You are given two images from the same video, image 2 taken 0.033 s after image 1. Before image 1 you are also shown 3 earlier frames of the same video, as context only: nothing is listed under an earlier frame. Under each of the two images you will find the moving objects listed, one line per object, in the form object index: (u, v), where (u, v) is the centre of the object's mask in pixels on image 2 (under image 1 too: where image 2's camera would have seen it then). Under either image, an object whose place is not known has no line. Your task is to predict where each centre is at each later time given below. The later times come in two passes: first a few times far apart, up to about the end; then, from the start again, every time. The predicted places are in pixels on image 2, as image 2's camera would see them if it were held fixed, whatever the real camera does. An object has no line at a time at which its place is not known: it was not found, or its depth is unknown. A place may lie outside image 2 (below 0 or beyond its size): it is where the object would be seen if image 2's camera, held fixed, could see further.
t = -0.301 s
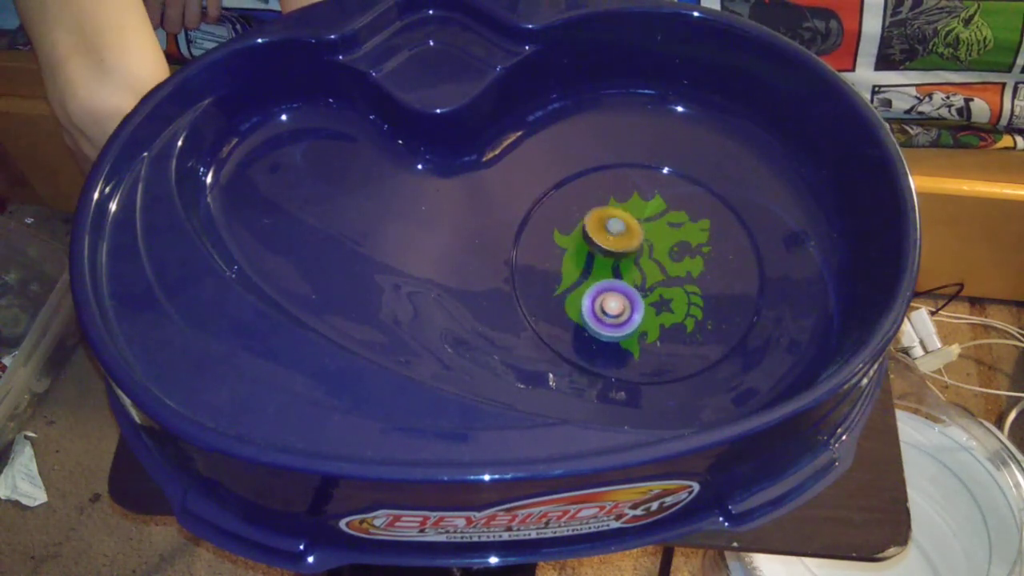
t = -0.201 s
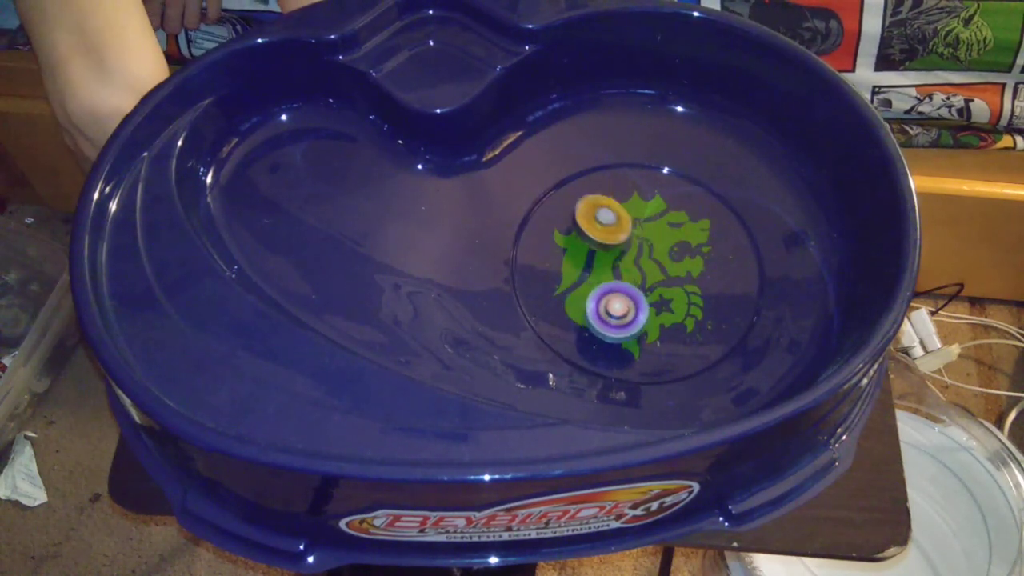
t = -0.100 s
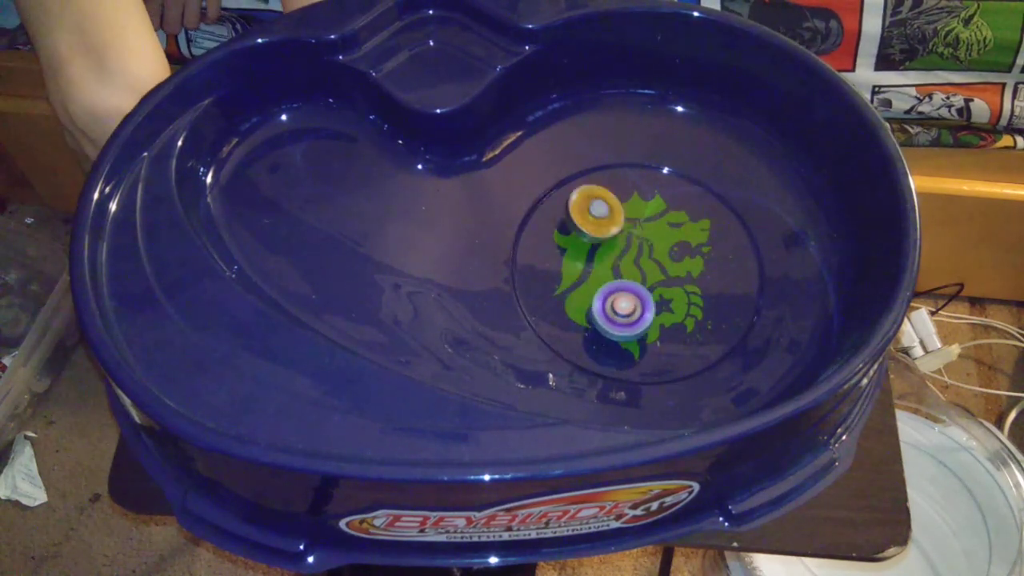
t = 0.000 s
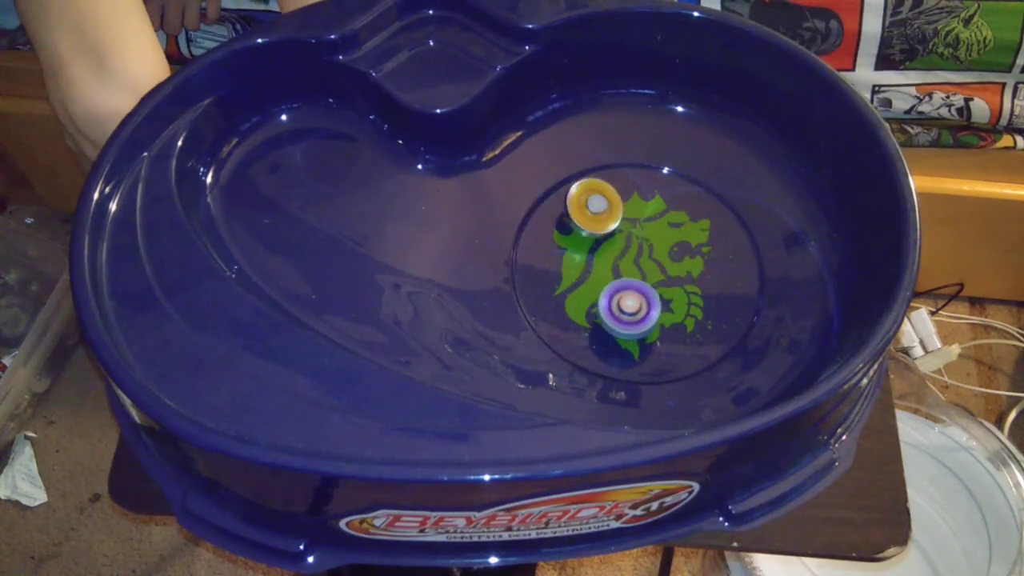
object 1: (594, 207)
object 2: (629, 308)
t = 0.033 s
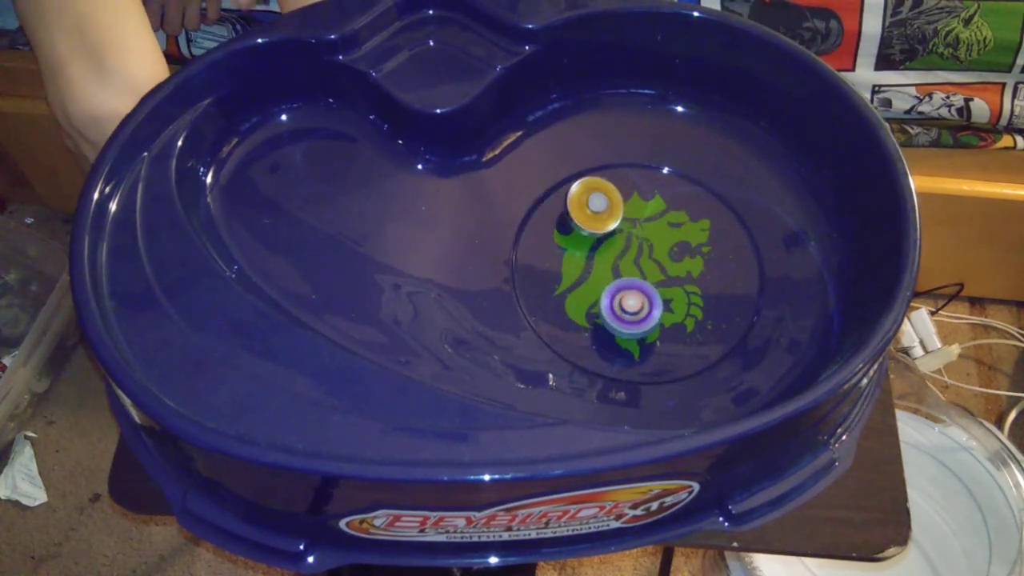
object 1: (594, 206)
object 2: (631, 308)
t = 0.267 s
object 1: (608, 208)
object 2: (640, 302)
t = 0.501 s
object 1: (630, 235)
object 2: (645, 292)
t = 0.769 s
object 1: (627, 239)
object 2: (651, 302)
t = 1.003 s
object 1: (594, 211)
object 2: (666, 326)
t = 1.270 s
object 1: (578, 195)
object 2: (670, 324)
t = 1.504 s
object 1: (594, 202)
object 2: (661, 311)
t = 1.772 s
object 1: (615, 238)
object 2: (652, 289)
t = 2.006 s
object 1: (593, 236)
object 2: (665, 295)
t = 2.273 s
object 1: (579, 232)
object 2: (673, 286)
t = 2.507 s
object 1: (588, 234)
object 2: (673, 280)
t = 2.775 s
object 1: (594, 242)
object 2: (685, 283)
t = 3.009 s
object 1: (577, 246)
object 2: (692, 285)
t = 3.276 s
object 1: (578, 249)
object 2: (679, 278)
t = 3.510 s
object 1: (588, 254)
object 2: (661, 267)
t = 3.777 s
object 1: (586, 264)
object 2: (657, 253)
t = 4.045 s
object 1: (580, 268)
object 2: (658, 242)
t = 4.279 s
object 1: (588, 265)
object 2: (658, 240)
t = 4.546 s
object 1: (603, 274)
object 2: (659, 245)
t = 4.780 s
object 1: (605, 283)
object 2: (654, 250)
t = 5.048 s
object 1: (567, 286)
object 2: (667, 246)
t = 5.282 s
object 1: (575, 265)
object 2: (659, 248)
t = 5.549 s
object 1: (587, 265)
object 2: (662, 251)
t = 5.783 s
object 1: (594, 283)
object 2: (653, 251)
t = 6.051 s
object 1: (582, 290)
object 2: (648, 246)
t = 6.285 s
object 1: (582, 284)
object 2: (646, 240)
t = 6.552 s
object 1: (609, 285)
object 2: (642, 238)
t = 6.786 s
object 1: (595, 319)
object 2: (654, 227)
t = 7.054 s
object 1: (589, 303)
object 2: (653, 232)
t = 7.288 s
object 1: (614, 289)
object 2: (645, 240)
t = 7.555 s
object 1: (616, 309)
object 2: (642, 234)
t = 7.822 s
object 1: (612, 301)
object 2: (634, 233)
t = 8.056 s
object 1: (627, 295)
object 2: (628, 236)
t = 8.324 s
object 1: (636, 293)
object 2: (622, 240)
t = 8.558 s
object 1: (639, 314)
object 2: (617, 221)
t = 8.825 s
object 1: (640, 342)
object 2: (619, 197)
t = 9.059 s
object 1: (632, 311)
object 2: (624, 205)
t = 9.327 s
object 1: (579, 262)
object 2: (624, 225)
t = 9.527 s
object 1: (545, 271)
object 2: (636, 230)
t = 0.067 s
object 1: (595, 205)
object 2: (632, 307)
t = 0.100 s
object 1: (596, 205)
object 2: (634, 306)
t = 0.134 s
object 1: (598, 204)
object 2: (635, 305)
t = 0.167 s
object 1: (600, 204)
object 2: (637, 304)
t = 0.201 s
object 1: (602, 206)
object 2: (638, 303)
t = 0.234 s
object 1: (605, 206)
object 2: (639, 303)
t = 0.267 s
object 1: (608, 208)
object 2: (640, 302)
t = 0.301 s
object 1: (611, 210)
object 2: (641, 300)
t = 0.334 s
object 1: (615, 213)
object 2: (642, 299)
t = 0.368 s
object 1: (618, 217)
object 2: (643, 298)
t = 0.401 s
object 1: (621, 220)
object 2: (644, 297)
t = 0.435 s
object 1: (624, 225)
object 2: (644, 295)
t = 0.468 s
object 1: (627, 230)
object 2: (645, 294)
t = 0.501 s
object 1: (630, 235)
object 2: (645, 292)
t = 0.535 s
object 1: (630, 234)
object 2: (647, 297)
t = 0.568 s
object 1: (631, 230)
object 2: (648, 301)
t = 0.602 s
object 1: (632, 228)
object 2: (648, 304)
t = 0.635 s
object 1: (632, 229)
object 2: (649, 304)
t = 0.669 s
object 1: (632, 231)
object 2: (649, 303)
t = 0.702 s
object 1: (631, 232)
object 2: (650, 303)
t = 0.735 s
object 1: (630, 235)
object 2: (650, 302)
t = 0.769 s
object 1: (627, 239)
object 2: (651, 302)
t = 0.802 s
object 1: (625, 241)
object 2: (651, 301)
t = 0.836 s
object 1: (622, 244)
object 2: (651, 299)
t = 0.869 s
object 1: (620, 248)
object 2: (651, 298)
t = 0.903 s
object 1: (613, 240)
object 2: (655, 304)
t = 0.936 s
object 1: (605, 229)
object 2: (660, 315)
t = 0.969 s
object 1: (599, 218)
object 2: (664, 323)
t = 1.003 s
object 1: (594, 211)
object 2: (666, 326)
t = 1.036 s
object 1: (589, 210)
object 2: (666, 327)
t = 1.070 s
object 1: (585, 206)
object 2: (667, 327)
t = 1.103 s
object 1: (582, 204)
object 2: (668, 327)
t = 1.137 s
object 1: (580, 201)
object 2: (668, 326)
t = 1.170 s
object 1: (579, 199)
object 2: (669, 326)
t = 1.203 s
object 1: (578, 197)
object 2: (670, 325)
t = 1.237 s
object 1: (579, 195)
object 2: (670, 324)
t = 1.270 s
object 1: (578, 195)
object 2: (670, 324)
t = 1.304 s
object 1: (580, 194)
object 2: (669, 323)
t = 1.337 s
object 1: (580, 195)
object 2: (668, 322)
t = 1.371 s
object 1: (584, 195)
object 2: (667, 320)
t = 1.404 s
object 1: (586, 196)
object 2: (666, 319)
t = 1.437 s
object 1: (588, 198)
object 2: (664, 317)
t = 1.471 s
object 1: (592, 199)
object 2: (663, 314)
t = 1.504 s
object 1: (594, 202)
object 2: (661, 311)
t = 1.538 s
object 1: (598, 206)
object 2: (660, 308)
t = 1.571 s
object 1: (601, 209)
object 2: (658, 305)
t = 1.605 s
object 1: (605, 214)
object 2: (657, 302)
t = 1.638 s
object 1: (608, 219)
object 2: (655, 299)
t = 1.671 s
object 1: (611, 225)
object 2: (654, 296)
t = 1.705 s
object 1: (614, 230)
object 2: (652, 292)
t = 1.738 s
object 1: (615, 236)
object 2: (651, 289)
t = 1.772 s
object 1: (615, 238)
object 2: (652, 289)
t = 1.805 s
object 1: (613, 238)
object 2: (653, 290)
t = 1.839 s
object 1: (612, 239)
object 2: (653, 290)
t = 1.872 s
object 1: (612, 241)
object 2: (653, 289)
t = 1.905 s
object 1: (605, 237)
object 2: (659, 294)
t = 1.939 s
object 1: (600, 236)
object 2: (662, 296)
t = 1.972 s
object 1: (596, 233)
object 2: (664, 296)
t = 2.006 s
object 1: (593, 236)
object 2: (665, 295)
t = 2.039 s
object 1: (590, 236)
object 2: (666, 293)
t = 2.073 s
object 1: (586, 236)
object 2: (667, 292)
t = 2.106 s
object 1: (584, 235)
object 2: (669, 291)
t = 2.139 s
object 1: (582, 235)
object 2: (670, 290)
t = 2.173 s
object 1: (580, 234)
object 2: (671, 289)
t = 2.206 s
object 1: (579, 233)
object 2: (672, 288)
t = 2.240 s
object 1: (579, 233)
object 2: (673, 287)
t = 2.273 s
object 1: (579, 232)
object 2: (673, 286)
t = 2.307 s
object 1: (579, 232)
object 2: (673, 285)
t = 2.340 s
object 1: (580, 232)
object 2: (674, 284)
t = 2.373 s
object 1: (581, 232)
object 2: (674, 283)
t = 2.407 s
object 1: (583, 232)
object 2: (674, 282)
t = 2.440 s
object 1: (584, 233)
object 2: (674, 281)
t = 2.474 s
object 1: (586, 233)
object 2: (673, 281)
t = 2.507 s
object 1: (588, 234)
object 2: (673, 280)
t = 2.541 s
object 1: (592, 235)
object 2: (673, 279)
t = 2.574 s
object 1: (595, 237)
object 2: (672, 279)
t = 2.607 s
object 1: (599, 239)
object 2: (672, 278)
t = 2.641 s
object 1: (602, 241)
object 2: (671, 277)
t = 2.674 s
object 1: (606, 244)
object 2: (670, 276)
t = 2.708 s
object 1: (609, 247)
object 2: (669, 275)
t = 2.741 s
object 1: (602, 245)
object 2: (677, 279)
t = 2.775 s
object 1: (594, 242)
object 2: (685, 283)
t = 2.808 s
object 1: (588, 241)
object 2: (690, 287)
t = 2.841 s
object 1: (585, 239)
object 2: (692, 287)
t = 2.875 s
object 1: (582, 241)
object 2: (692, 287)
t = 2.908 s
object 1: (581, 241)
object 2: (692, 287)
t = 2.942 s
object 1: (579, 244)
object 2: (692, 286)
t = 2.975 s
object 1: (578, 245)
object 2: (692, 286)
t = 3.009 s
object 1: (577, 246)
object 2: (692, 285)
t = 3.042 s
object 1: (576, 247)
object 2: (691, 284)
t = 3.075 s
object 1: (575, 247)
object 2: (690, 284)
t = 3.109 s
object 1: (576, 248)
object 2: (690, 283)
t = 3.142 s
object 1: (576, 247)
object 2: (688, 283)
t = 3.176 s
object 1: (576, 248)
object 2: (687, 282)
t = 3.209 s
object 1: (577, 248)
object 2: (684, 281)
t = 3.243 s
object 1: (577, 249)
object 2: (682, 280)
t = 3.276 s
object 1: (578, 249)
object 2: (679, 278)
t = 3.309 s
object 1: (579, 249)
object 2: (677, 277)
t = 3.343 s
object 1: (580, 249)
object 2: (674, 275)
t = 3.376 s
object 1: (581, 249)
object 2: (671, 274)
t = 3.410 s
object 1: (583, 250)
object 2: (668, 272)
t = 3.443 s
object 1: (584, 251)
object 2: (666, 270)
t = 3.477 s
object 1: (587, 252)
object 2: (663, 269)
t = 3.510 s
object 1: (588, 254)
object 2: (661, 267)
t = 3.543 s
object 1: (591, 255)
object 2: (658, 265)
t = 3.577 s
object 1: (592, 257)
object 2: (657, 263)
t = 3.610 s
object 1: (591, 258)
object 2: (657, 262)
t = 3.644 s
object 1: (591, 259)
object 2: (657, 260)
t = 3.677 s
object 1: (592, 260)
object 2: (656, 259)
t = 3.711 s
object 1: (591, 262)
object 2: (654, 257)
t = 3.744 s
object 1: (590, 263)
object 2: (655, 255)
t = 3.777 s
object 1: (586, 264)
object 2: (657, 253)
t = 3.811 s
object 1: (585, 265)
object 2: (658, 252)
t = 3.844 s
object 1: (582, 267)
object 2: (658, 250)
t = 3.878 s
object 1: (582, 268)
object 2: (658, 248)
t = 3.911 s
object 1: (581, 268)
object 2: (658, 247)
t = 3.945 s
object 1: (581, 268)
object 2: (658, 246)
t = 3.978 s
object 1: (580, 268)
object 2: (658, 244)
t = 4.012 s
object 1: (580, 268)
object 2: (658, 243)
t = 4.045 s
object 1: (580, 268)
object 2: (658, 242)
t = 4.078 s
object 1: (581, 267)
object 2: (658, 241)
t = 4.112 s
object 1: (581, 267)
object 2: (658, 241)
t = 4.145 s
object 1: (582, 267)
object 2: (658, 240)
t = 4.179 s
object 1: (582, 266)
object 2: (659, 240)
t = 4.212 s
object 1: (584, 266)
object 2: (659, 240)
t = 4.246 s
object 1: (585, 266)
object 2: (658, 240)
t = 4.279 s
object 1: (588, 265)
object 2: (658, 240)
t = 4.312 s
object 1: (590, 265)
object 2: (658, 241)
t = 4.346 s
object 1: (594, 265)
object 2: (658, 241)
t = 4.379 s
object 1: (595, 266)
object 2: (658, 242)
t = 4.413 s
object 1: (599, 267)
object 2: (657, 242)
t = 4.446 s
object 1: (602, 268)
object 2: (657, 243)
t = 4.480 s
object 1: (603, 270)
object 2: (658, 243)
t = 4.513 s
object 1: (602, 272)
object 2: (659, 244)
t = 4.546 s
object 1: (603, 274)
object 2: (659, 245)
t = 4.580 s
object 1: (603, 276)
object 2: (659, 245)
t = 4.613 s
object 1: (604, 278)
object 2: (659, 246)
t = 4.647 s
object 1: (604, 279)
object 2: (658, 247)
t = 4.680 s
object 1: (605, 281)
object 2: (657, 247)
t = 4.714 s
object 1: (605, 282)
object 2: (656, 248)
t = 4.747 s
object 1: (605, 282)
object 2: (655, 249)
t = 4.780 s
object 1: (605, 283)
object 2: (654, 250)
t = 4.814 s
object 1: (600, 283)
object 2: (657, 250)
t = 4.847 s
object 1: (590, 288)
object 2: (663, 247)
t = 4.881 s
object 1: (583, 288)
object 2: (666, 247)
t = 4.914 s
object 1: (577, 292)
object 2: (667, 247)
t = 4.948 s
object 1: (573, 290)
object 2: (667, 246)
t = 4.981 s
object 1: (571, 289)
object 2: (667, 246)
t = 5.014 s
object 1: (568, 287)
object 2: (667, 246)
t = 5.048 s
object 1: (567, 286)
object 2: (667, 246)
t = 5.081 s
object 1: (565, 282)
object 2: (666, 246)
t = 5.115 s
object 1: (565, 280)
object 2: (665, 246)
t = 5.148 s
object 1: (565, 276)
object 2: (664, 246)
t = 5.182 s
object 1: (568, 273)
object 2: (663, 246)
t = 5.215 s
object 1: (568, 270)
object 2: (662, 247)
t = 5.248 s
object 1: (573, 267)
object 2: (660, 247)
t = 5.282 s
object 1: (575, 265)
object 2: (659, 248)
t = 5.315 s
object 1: (580, 263)
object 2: (657, 249)
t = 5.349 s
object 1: (585, 263)
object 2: (655, 249)
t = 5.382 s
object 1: (590, 261)
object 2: (653, 250)
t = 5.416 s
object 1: (588, 263)
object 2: (657, 250)
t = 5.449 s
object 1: (585, 262)
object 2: (661, 250)
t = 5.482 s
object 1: (583, 263)
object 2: (664, 251)
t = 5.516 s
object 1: (584, 263)
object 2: (664, 251)
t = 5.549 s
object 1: (587, 265)
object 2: (662, 251)
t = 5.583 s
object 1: (588, 268)
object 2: (661, 251)
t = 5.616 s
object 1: (590, 270)
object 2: (660, 251)
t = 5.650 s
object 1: (591, 274)
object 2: (659, 251)
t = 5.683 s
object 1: (593, 276)
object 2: (657, 251)
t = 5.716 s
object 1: (594, 280)
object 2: (656, 251)
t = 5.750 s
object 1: (594, 281)
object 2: (654, 251)
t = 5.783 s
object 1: (594, 283)
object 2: (653, 251)
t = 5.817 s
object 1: (594, 284)
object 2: (650, 252)
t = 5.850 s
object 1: (594, 285)
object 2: (648, 252)
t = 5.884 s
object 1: (594, 286)
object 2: (646, 252)
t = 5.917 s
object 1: (594, 287)
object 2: (644, 252)
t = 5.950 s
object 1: (594, 287)
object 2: (642, 252)
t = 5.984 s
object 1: (594, 286)
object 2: (641, 252)
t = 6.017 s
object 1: (589, 288)
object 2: (644, 249)
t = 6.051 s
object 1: (582, 290)
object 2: (648, 246)
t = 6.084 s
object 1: (578, 290)
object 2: (649, 245)
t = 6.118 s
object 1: (576, 289)
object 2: (649, 245)
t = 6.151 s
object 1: (575, 288)
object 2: (648, 243)
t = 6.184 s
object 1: (577, 287)
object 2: (647, 242)
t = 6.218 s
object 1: (577, 285)
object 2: (647, 242)
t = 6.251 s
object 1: (581, 285)
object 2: (646, 241)
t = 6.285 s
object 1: (582, 284)
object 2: (646, 240)
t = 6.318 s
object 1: (586, 282)
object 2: (645, 240)
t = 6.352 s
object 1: (588, 282)
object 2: (645, 239)
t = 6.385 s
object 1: (591, 281)
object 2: (644, 239)
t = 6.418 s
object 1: (596, 282)
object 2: (643, 239)
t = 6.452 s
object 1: (599, 282)
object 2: (643, 239)
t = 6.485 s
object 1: (603, 282)
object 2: (643, 239)
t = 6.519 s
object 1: (607, 284)
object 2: (643, 238)
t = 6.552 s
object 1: (609, 285)
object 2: (642, 238)
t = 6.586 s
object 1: (606, 294)
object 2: (646, 234)
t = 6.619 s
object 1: (602, 301)
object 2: (651, 230)
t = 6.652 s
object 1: (600, 308)
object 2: (653, 228)
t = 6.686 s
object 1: (598, 313)
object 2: (653, 228)
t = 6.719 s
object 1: (598, 315)
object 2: (654, 227)
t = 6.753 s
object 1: (597, 317)
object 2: (654, 227)
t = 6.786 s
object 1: (595, 319)
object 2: (654, 227)
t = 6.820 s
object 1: (593, 318)
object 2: (654, 227)
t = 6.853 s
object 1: (591, 319)
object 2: (654, 227)
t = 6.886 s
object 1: (589, 318)
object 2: (655, 227)
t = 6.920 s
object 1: (588, 315)
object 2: (655, 228)
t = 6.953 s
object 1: (587, 313)
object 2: (655, 229)
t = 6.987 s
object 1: (587, 309)
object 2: (654, 230)
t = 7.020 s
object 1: (588, 307)
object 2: (654, 231)
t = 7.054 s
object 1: (589, 303)
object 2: (653, 232)
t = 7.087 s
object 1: (592, 300)
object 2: (652, 233)
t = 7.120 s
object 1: (595, 298)
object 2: (651, 235)
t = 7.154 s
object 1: (600, 294)
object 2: (650, 237)
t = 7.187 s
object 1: (604, 293)
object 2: (649, 238)
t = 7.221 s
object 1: (608, 290)
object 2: (647, 240)
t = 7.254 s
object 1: (612, 289)
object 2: (646, 241)
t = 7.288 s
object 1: (614, 289)
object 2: (645, 240)
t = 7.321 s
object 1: (616, 290)
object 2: (645, 240)
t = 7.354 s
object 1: (614, 295)
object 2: (646, 237)
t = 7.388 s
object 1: (613, 298)
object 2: (647, 236)
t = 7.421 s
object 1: (614, 301)
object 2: (646, 236)
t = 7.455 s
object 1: (614, 304)
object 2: (645, 235)
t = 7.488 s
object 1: (615, 307)
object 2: (644, 234)
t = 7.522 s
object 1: (615, 306)
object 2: (643, 234)
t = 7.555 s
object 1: (616, 309)
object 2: (642, 234)
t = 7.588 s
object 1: (615, 310)
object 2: (641, 233)
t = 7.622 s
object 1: (615, 310)
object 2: (640, 233)
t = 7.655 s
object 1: (614, 310)
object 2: (639, 233)
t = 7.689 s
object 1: (612, 309)
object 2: (638, 233)
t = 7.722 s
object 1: (612, 307)
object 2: (636, 233)
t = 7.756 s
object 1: (612, 306)
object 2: (636, 233)
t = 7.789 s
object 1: (611, 303)
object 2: (635, 233)
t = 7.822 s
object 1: (612, 301)
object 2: (634, 233)
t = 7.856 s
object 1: (614, 299)
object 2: (633, 234)
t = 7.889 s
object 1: (617, 296)
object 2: (632, 235)
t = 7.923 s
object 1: (620, 294)
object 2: (631, 235)
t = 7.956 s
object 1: (622, 294)
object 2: (630, 235)
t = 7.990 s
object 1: (625, 292)
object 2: (629, 235)
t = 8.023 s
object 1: (627, 295)
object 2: (628, 235)
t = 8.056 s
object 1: (627, 295)
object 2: (628, 236)
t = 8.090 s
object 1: (630, 294)
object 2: (627, 235)
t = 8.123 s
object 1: (631, 294)
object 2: (626, 236)
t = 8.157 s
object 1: (632, 293)
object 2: (625, 237)
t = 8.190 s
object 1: (634, 292)
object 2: (625, 237)
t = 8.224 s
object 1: (636, 292)
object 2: (624, 238)
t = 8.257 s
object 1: (637, 295)
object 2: (623, 239)
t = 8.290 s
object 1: (636, 295)
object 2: (623, 239)
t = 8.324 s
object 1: (636, 293)
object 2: (622, 240)
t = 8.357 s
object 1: (637, 295)
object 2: (621, 240)
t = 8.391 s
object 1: (638, 296)
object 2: (621, 239)
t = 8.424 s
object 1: (637, 296)
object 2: (620, 239)
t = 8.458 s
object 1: (637, 296)
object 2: (619, 239)
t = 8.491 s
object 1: (636, 295)
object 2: (619, 239)
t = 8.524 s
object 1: (637, 298)
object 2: (618, 235)
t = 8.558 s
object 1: (639, 314)
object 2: (617, 221)
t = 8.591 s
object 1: (639, 324)
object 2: (617, 210)
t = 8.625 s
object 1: (640, 334)
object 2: (617, 204)
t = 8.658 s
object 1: (639, 338)
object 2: (617, 200)
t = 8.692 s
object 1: (639, 343)
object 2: (618, 199)
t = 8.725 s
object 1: (637, 344)
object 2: (618, 198)
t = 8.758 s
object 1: (639, 343)
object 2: (618, 198)
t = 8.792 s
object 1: (639, 343)
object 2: (618, 198)
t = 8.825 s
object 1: (640, 342)
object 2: (619, 197)
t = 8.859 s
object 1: (640, 341)
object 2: (619, 197)
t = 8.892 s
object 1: (639, 338)
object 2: (620, 197)
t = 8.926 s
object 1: (638, 334)
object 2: (621, 198)
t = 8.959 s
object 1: (638, 331)
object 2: (622, 199)
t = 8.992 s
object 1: (637, 327)
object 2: (623, 201)
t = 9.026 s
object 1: (633, 320)
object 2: (624, 202)
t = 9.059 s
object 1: (632, 311)
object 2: (624, 205)
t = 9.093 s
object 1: (626, 302)
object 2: (625, 207)
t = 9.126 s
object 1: (622, 295)
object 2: (624, 210)
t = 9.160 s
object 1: (614, 283)
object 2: (625, 213)
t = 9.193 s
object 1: (609, 277)
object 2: (624, 216)
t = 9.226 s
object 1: (601, 270)
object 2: (623, 220)
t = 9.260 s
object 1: (592, 264)
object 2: (624, 221)
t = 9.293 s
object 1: (583, 262)
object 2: (625, 223)
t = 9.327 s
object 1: (579, 262)
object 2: (624, 225)
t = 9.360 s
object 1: (574, 262)
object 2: (624, 227)
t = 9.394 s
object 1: (571, 263)
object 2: (622, 230)
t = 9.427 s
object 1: (569, 264)
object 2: (621, 231)
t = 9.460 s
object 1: (567, 264)
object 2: (619, 233)
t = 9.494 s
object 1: (557, 268)
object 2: (627, 232)
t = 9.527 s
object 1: (545, 271)
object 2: (636, 230)
